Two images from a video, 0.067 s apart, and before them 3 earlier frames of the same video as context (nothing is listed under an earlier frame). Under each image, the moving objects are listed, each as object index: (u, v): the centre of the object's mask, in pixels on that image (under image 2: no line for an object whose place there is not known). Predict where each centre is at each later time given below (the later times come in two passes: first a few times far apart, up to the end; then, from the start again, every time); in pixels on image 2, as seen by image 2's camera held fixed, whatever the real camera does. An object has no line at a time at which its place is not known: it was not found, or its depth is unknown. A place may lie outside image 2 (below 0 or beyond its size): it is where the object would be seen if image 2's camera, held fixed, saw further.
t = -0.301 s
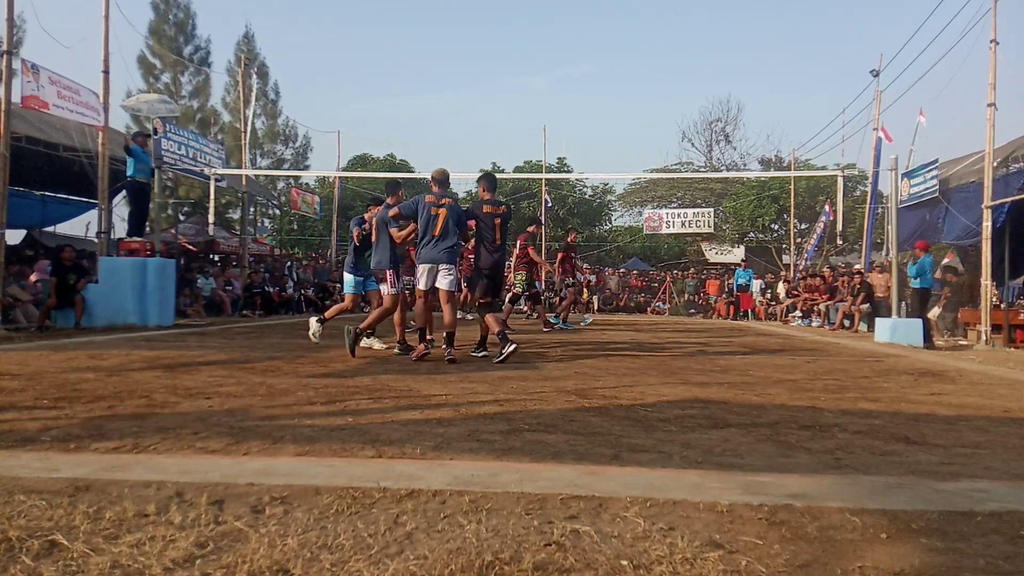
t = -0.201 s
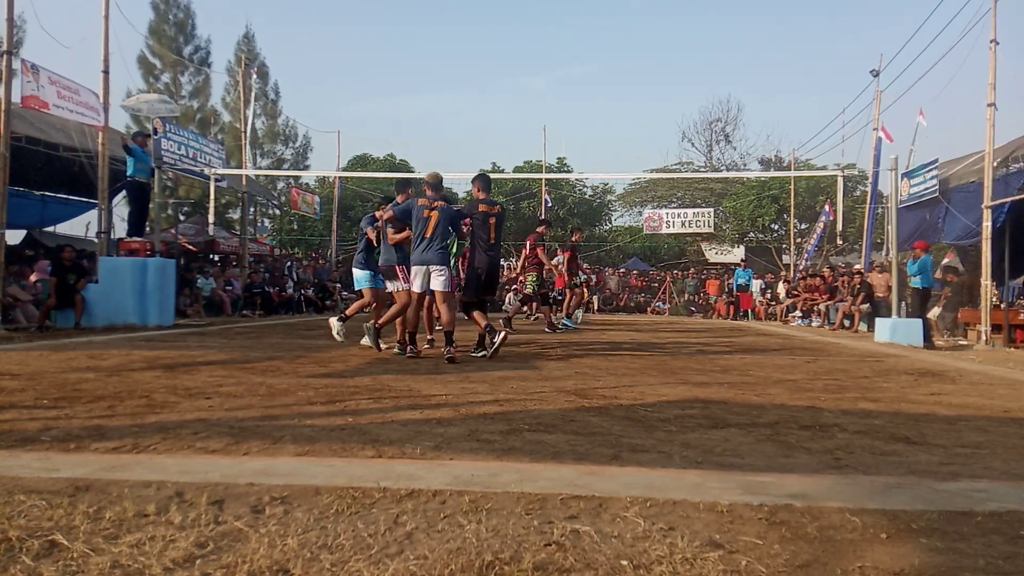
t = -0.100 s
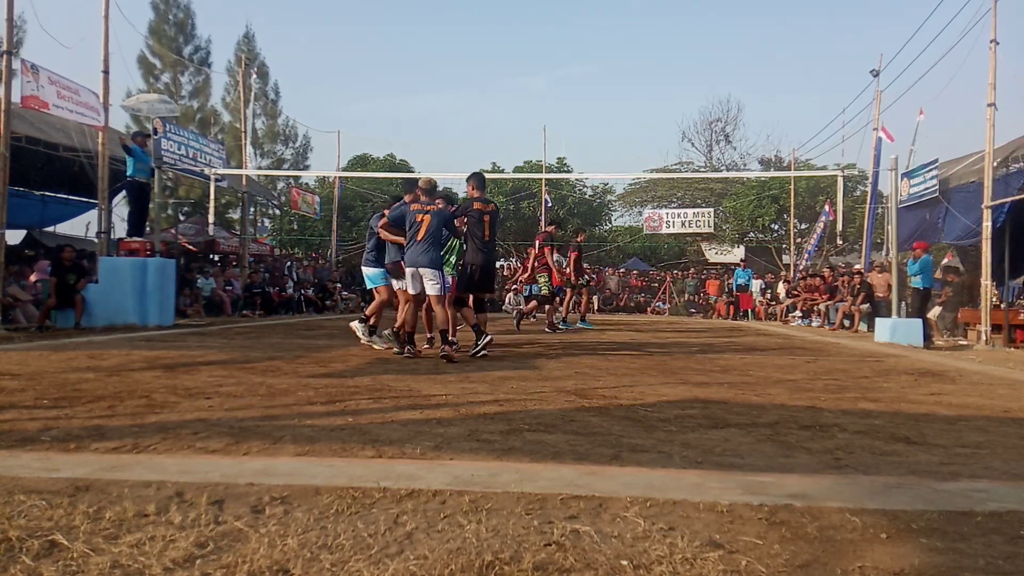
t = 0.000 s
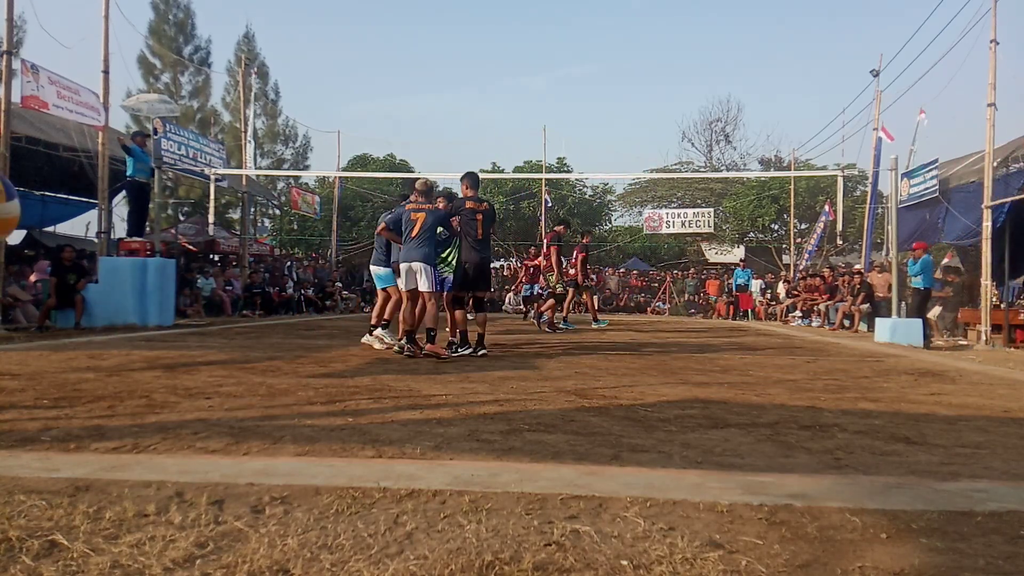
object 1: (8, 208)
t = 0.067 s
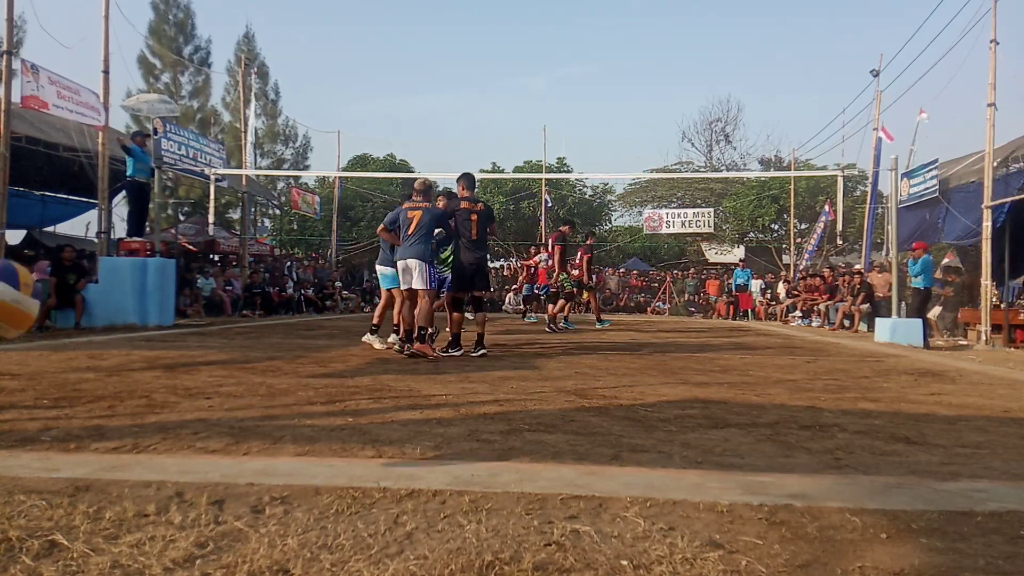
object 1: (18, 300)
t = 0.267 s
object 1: (47, 387)
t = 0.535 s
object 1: (96, 264)
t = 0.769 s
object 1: (135, 348)
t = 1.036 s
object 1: (182, 368)
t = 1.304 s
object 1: (232, 353)
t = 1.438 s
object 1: (253, 427)
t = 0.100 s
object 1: (22, 352)
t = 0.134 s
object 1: (27, 410)
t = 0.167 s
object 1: (32, 471)
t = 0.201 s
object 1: (36, 455)
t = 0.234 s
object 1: (41, 419)
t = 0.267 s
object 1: (47, 387)
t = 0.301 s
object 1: (53, 359)
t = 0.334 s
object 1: (59, 335)
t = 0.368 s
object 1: (65, 314)
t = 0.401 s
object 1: (71, 296)
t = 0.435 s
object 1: (78, 283)
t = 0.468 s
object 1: (84, 273)
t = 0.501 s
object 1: (90, 267)
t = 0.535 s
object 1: (96, 264)
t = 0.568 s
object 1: (102, 265)
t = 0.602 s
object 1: (108, 270)
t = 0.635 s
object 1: (113, 278)
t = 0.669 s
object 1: (119, 290)
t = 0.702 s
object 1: (124, 306)
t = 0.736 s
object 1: (130, 325)
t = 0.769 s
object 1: (135, 348)
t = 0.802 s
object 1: (140, 375)
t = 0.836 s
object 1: (145, 406)
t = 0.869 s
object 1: (150, 441)
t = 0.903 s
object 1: (156, 458)
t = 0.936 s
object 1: (163, 431)
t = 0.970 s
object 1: (169, 407)
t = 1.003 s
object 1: (176, 386)
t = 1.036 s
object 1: (182, 368)
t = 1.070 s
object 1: (189, 354)
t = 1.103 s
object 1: (195, 344)
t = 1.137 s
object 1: (202, 337)
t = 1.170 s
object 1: (208, 334)
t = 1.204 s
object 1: (214, 333)
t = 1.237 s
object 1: (220, 336)
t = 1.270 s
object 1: (226, 343)
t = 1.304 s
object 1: (232, 353)
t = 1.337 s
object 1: (237, 366)
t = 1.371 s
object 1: (243, 383)
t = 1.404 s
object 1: (248, 403)
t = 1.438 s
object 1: (253, 427)
